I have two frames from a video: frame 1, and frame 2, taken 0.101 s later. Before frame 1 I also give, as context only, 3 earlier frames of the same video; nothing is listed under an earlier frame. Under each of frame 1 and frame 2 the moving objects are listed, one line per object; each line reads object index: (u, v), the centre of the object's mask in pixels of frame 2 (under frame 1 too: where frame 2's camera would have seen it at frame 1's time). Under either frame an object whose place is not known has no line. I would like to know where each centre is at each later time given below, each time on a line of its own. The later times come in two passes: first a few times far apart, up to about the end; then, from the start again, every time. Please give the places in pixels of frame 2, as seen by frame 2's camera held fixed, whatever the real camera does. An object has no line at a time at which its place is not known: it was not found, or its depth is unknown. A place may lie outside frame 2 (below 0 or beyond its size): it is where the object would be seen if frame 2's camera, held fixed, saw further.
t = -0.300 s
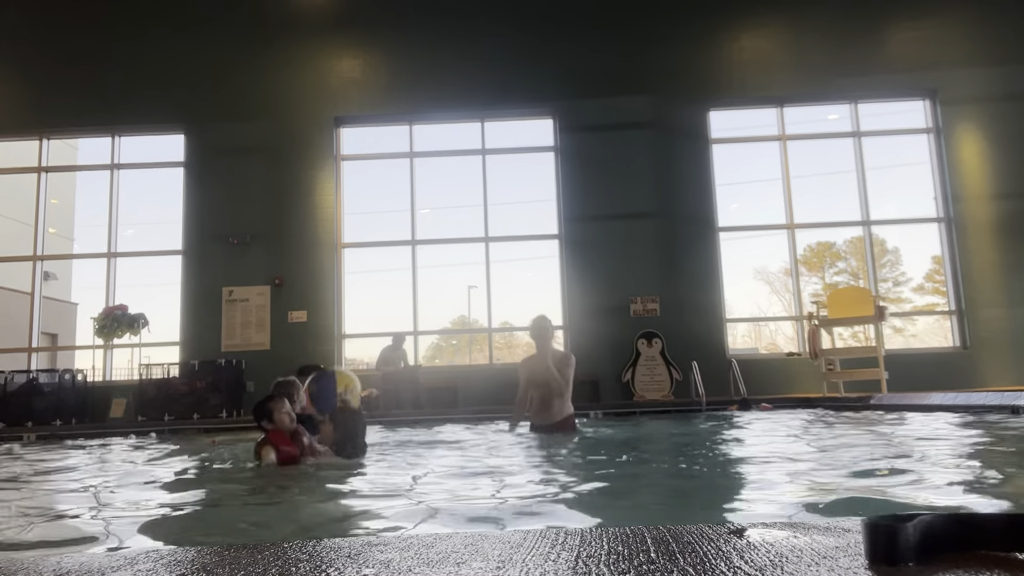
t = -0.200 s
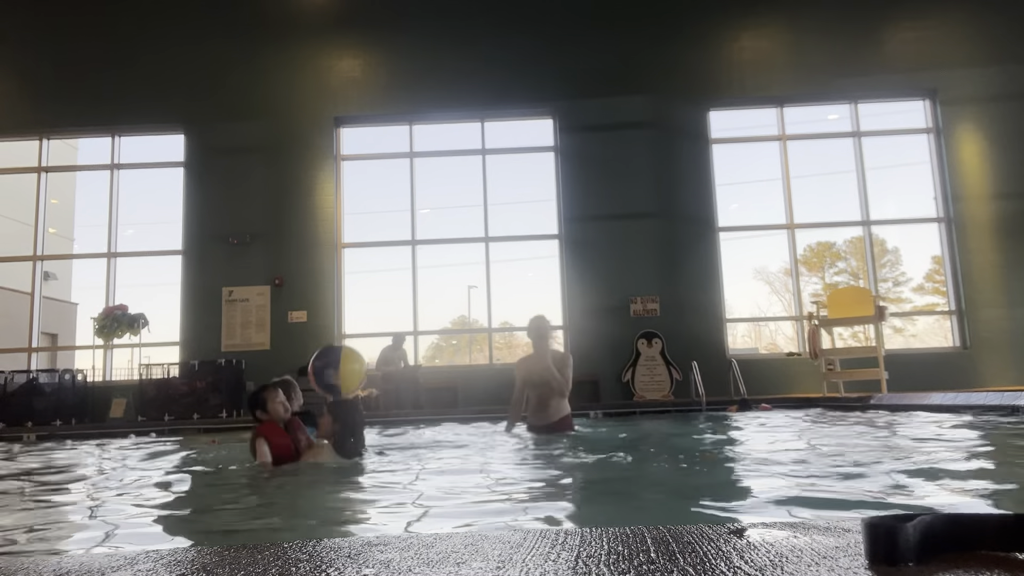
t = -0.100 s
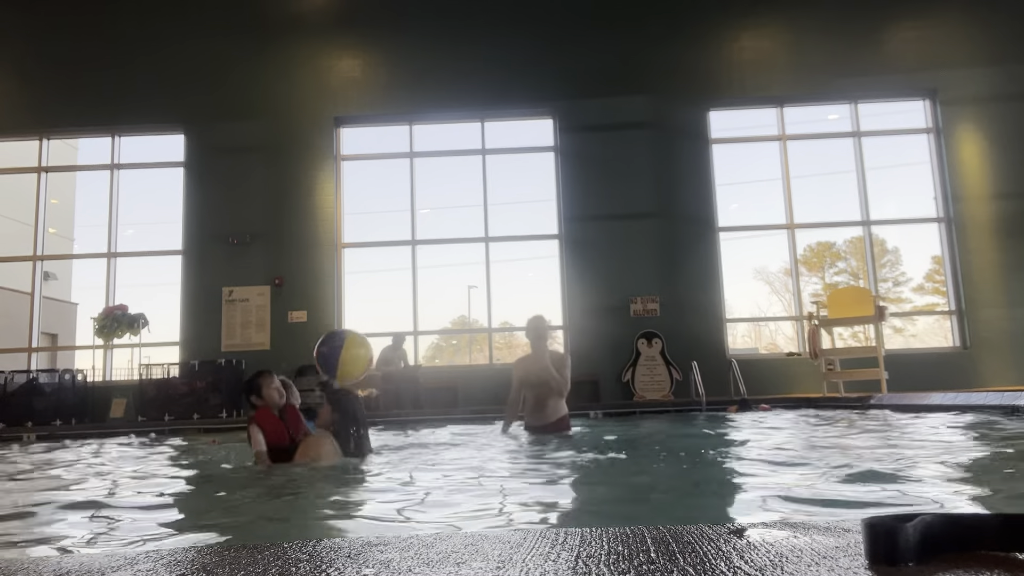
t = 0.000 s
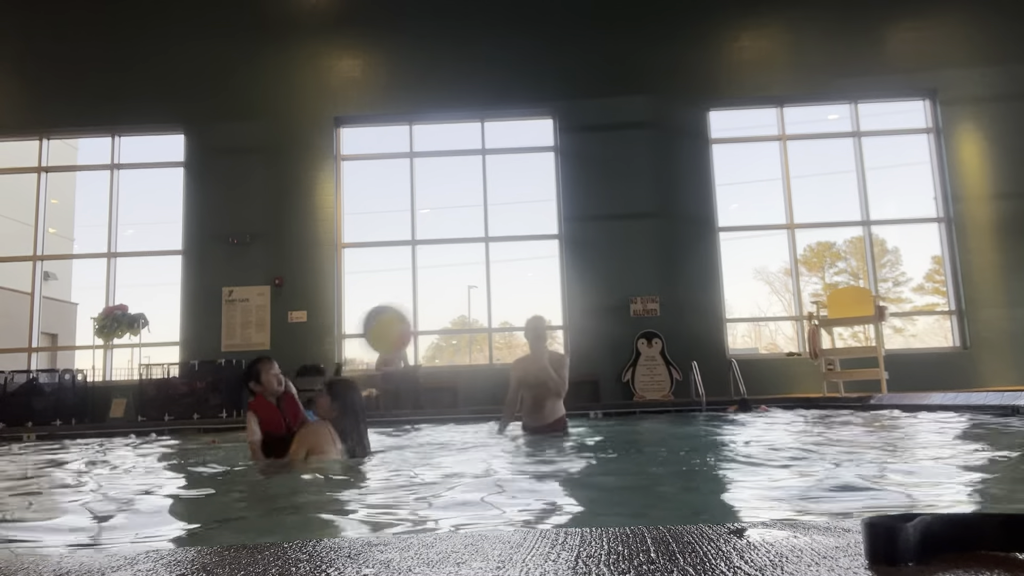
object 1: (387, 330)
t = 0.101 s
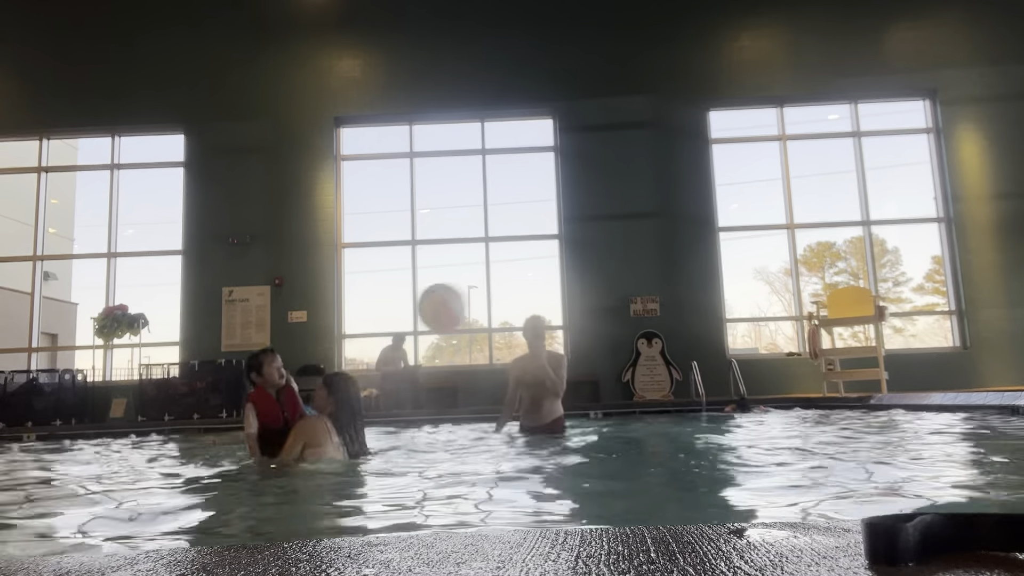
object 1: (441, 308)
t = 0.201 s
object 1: (486, 296)
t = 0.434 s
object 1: (568, 297)
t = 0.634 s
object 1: (616, 324)
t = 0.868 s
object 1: (654, 389)
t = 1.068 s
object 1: (664, 404)
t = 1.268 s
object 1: (670, 401)
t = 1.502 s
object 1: (677, 403)
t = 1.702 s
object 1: (680, 402)
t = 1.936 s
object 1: (684, 403)
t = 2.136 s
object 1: (686, 401)
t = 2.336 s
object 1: (688, 403)
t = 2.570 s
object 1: (691, 402)
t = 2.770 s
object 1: (692, 402)
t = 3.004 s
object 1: (694, 404)
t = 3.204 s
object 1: (696, 401)
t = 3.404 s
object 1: (697, 400)
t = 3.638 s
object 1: (700, 404)
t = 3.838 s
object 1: (702, 402)
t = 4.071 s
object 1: (703, 400)
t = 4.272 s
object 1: (704, 402)
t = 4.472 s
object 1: (705, 402)
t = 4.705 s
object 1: (708, 402)
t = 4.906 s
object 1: (709, 402)
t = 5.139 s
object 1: (711, 401)
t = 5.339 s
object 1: (713, 401)
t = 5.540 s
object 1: (715, 402)
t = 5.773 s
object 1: (716, 401)
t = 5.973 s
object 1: (718, 402)
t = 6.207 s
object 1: (719, 400)
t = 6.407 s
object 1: (721, 401)
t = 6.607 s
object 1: (722, 402)
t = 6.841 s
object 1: (723, 402)
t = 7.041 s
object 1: (724, 400)
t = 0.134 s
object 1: (457, 303)
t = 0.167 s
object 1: (472, 299)
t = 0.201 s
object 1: (486, 296)
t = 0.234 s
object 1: (500, 294)
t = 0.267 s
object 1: (512, 292)
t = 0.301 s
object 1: (524, 291)
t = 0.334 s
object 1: (536, 291)
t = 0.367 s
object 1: (548, 292)
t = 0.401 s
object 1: (558, 294)
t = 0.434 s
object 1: (568, 297)
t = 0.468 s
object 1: (578, 300)
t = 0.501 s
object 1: (586, 302)
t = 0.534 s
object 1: (594, 306)
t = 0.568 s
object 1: (602, 312)
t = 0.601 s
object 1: (609, 318)
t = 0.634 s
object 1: (616, 324)
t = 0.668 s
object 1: (622, 332)
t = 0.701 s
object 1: (628, 340)
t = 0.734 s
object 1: (634, 349)
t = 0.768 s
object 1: (640, 358)
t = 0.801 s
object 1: (644, 369)
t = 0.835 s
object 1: (649, 379)
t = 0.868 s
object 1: (654, 389)
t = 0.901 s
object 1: (658, 400)
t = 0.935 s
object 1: (661, 404)
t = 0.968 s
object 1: (662, 405)
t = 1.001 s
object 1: (663, 405)
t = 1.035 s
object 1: (663, 405)
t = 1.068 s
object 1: (664, 404)
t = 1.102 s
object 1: (665, 403)
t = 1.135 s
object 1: (666, 402)
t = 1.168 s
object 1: (667, 401)
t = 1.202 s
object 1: (668, 401)
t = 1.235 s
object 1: (669, 400)
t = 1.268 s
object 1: (670, 401)
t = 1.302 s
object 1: (672, 402)
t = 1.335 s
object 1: (673, 403)
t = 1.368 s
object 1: (673, 403)
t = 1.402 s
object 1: (674, 403)
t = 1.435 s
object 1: (675, 404)
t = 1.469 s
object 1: (676, 404)
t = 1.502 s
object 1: (677, 403)
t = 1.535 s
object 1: (677, 403)
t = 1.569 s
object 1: (678, 403)
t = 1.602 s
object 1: (678, 403)
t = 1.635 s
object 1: (679, 402)
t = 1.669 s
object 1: (679, 402)
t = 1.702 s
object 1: (680, 402)
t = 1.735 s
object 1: (681, 403)
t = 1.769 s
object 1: (682, 403)
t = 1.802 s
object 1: (683, 403)
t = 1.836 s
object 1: (683, 403)
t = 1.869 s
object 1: (683, 402)
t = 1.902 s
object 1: (684, 402)
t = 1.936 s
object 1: (684, 403)
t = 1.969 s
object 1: (684, 402)
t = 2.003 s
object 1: (685, 402)
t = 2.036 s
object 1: (685, 402)
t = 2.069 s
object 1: (685, 401)
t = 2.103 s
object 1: (686, 401)
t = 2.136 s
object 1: (686, 401)
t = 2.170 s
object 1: (687, 401)
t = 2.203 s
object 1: (687, 401)
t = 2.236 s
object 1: (687, 401)
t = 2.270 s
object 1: (687, 402)
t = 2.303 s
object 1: (688, 402)
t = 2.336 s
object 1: (688, 403)
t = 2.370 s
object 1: (689, 403)
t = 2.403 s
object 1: (689, 403)
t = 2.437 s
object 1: (689, 403)
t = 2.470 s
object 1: (690, 403)
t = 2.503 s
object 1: (690, 403)
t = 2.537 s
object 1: (690, 403)
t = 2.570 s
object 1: (691, 402)
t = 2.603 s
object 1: (690, 401)
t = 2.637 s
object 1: (691, 401)
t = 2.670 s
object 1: (691, 401)
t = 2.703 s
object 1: (691, 401)
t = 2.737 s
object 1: (691, 402)
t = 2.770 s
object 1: (692, 402)
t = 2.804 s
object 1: (692, 403)
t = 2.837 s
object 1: (692, 403)
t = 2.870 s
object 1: (693, 404)
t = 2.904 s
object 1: (693, 404)
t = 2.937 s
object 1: (694, 404)
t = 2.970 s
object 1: (694, 404)
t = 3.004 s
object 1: (694, 404)
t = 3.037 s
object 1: (695, 403)
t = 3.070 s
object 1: (695, 403)
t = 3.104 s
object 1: (696, 403)
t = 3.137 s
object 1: (696, 402)
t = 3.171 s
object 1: (696, 402)
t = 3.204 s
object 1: (696, 401)
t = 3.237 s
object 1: (696, 400)
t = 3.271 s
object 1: (696, 400)
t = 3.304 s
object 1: (696, 400)
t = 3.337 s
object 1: (696, 400)
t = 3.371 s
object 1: (697, 400)
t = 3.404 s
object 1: (697, 400)
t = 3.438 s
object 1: (698, 401)
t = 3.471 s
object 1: (698, 401)
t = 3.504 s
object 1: (699, 402)
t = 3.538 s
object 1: (699, 403)
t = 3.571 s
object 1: (700, 403)
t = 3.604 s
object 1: (700, 403)
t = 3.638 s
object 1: (700, 404)
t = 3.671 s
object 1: (701, 404)
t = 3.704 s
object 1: (701, 404)
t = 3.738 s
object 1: (701, 404)
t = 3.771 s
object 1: (702, 403)
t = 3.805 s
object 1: (702, 403)
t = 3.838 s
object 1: (702, 402)
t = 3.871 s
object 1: (702, 402)
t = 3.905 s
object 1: (702, 401)
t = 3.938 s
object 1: (702, 400)
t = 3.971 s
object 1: (702, 400)
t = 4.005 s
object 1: (702, 400)
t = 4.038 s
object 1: (703, 400)
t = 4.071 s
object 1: (703, 400)
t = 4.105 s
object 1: (703, 401)
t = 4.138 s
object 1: (703, 401)
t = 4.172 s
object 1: (703, 401)
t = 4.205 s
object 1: (703, 402)
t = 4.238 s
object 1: (704, 402)
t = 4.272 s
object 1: (704, 402)
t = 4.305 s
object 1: (704, 402)
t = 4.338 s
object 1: (704, 402)
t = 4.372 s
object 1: (704, 402)
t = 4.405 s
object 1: (705, 402)
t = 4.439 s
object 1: (705, 403)
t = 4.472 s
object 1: (705, 402)
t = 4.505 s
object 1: (706, 402)
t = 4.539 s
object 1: (706, 402)
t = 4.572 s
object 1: (706, 402)
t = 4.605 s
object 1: (707, 402)
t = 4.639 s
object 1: (707, 402)
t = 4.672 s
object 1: (707, 402)
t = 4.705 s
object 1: (708, 402)
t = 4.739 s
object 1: (708, 402)
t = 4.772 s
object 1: (708, 402)
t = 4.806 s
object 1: (708, 402)
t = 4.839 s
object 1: (709, 402)
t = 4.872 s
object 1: (709, 403)
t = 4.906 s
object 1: (709, 402)
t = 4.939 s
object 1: (709, 402)
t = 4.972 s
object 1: (709, 402)
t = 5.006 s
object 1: (710, 402)
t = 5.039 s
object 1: (710, 402)
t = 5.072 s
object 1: (710, 402)
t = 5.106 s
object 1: (710, 401)
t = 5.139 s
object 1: (711, 401)
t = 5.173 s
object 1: (711, 401)
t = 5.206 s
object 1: (711, 401)
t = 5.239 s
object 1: (711, 401)
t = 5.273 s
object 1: (712, 401)
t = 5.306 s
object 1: (712, 401)
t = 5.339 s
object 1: (713, 401)
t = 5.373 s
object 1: (713, 402)
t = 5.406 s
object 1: (714, 402)
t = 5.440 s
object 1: (714, 402)
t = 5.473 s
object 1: (715, 402)
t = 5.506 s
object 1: (715, 402)
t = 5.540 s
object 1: (715, 402)
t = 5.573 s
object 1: (716, 401)
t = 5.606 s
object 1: (716, 401)
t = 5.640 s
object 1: (716, 401)
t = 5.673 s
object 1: (716, 400)
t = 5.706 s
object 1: (716, 400)
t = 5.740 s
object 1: (716, 400)
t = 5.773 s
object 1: (716, 401)
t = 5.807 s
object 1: (716, 401)
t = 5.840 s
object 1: (717, 401)
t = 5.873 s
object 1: (717, 402)
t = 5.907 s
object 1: (718, 402)
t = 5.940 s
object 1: (718, 402)
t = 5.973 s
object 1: (718, 402)
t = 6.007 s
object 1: (718, 402)
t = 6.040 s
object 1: (718, 402)
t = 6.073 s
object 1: (718, 401)
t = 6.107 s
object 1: (718, 401)
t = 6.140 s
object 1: (718, 401)
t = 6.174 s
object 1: (719, 400)
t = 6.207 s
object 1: (719, 400)
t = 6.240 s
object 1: (719, 400)
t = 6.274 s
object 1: (719, 400)
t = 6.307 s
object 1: (720, 400)
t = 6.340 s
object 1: (720, 400)
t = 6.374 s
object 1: (721, 400)
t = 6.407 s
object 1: (721, 401)
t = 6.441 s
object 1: (721, 401)
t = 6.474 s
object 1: (722, 401)
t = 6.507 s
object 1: (722, 401)
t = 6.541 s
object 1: (722, 401)
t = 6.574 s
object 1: (722, 402)
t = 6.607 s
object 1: (722, 402)
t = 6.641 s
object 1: (723, 402)
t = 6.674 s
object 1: (723, 403)
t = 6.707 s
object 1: (723, 403)
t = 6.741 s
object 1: (723, 403)
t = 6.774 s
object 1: (723, 403)
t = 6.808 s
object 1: (723, 402)
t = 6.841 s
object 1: (723, 402)
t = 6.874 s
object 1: (723, 402)
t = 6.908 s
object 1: (724, 401)
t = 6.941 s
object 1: (724, 401)
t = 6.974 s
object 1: (724, 400)
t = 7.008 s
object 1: (724, 400)
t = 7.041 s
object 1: (724, 400)
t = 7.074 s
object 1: (725, 400)
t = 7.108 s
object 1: (725, 400)
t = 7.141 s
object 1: (725, 400)
